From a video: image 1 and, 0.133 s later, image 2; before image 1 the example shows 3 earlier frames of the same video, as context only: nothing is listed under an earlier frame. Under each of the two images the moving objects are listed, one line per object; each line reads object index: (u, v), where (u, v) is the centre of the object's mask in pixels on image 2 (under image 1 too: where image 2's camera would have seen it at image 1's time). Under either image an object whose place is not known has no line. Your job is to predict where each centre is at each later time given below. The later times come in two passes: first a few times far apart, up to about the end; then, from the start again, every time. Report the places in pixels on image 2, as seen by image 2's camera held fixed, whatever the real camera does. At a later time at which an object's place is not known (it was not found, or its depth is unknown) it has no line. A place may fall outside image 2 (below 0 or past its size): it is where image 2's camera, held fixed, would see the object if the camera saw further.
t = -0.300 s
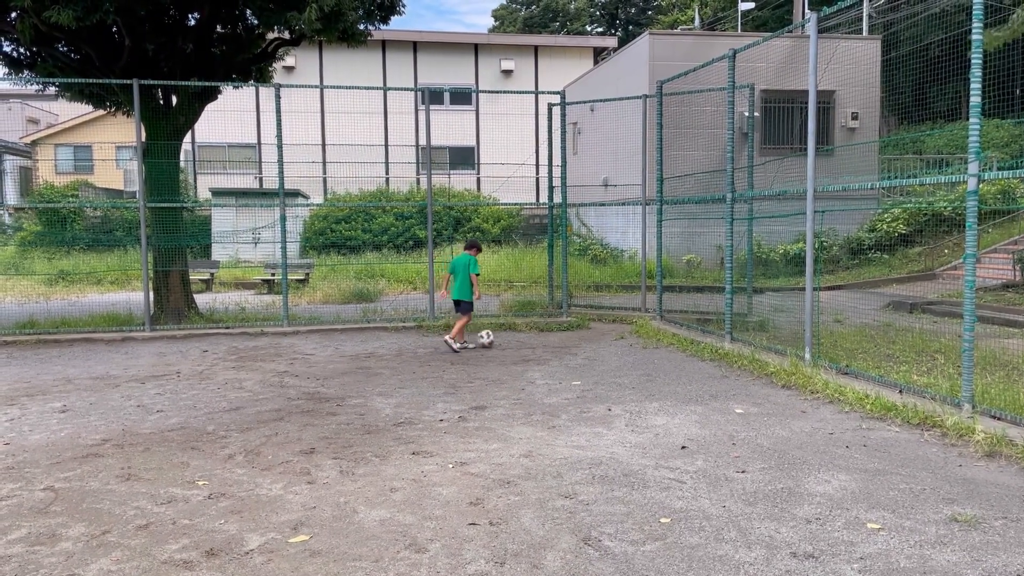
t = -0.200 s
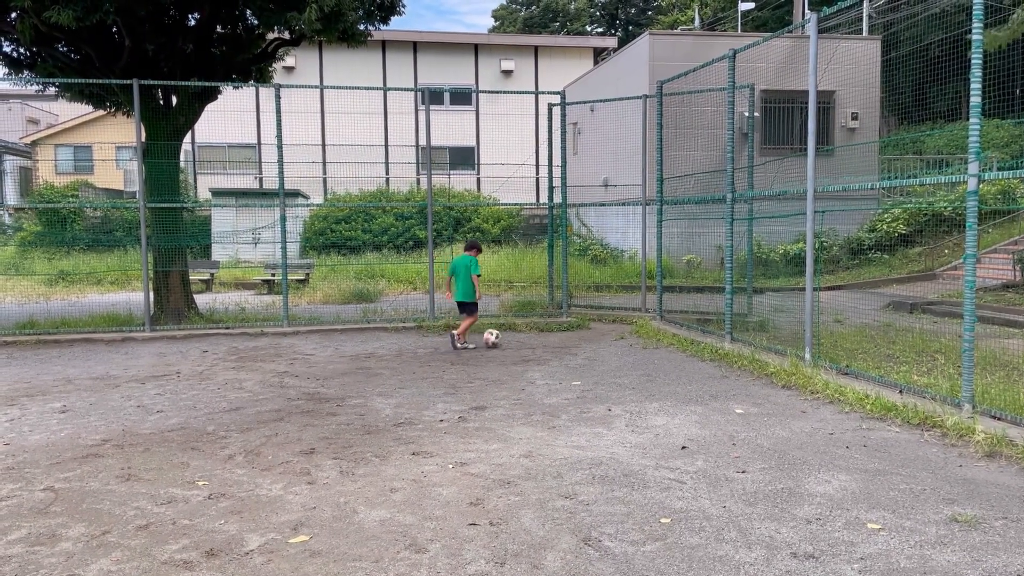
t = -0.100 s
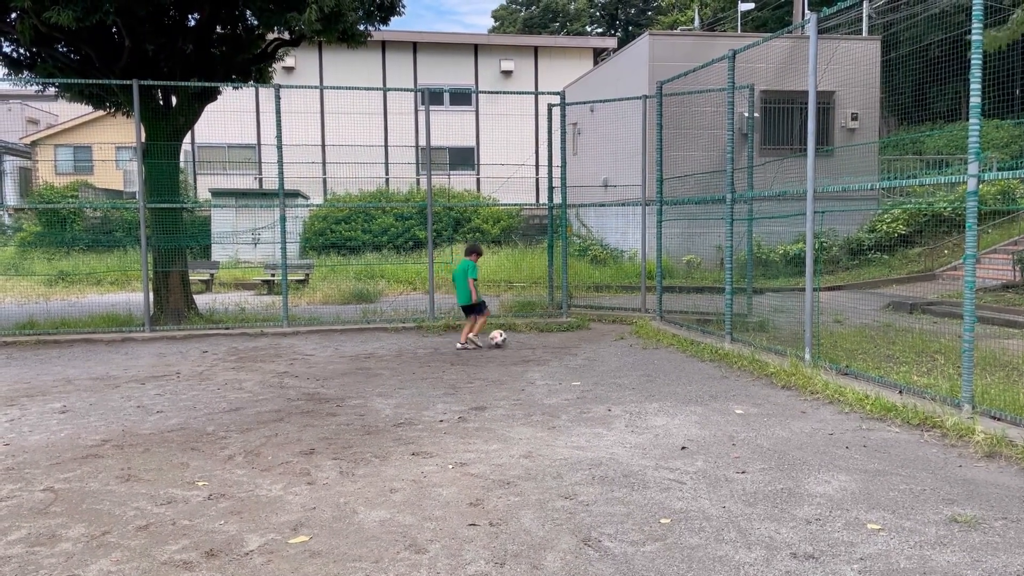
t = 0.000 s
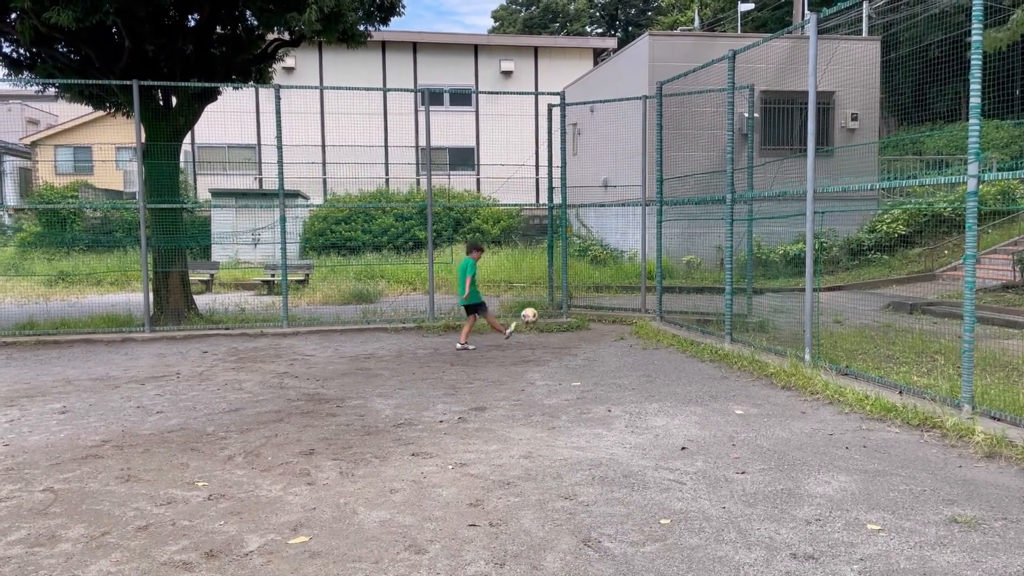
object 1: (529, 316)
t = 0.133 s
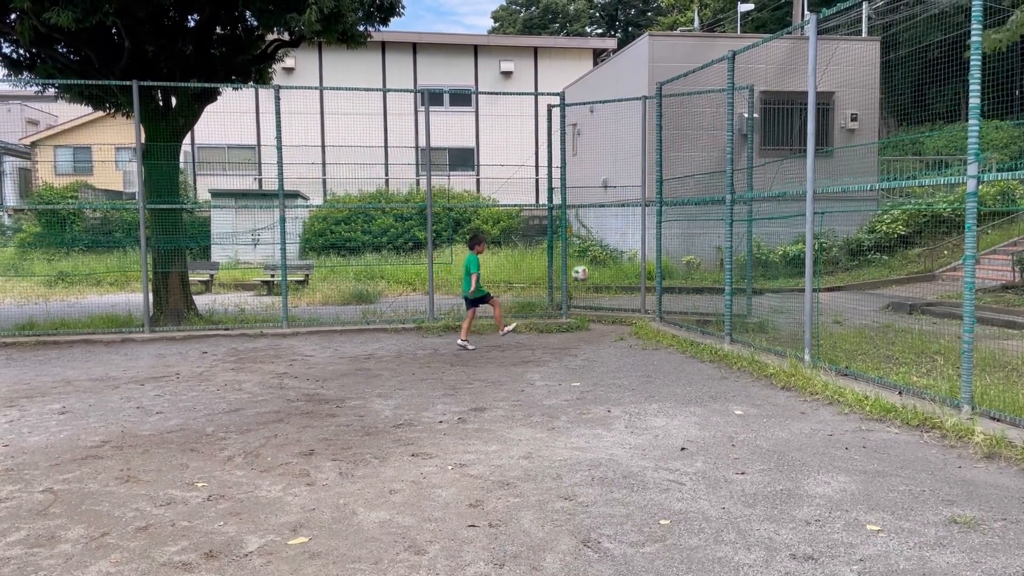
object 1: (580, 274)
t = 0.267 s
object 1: (630, 247)
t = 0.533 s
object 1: (656, 234)
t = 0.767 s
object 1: (611, 272)
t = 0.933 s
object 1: (579, 327)
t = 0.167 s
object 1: (593, 265)
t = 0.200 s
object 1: (605, 257)
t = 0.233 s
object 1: (617, 251)
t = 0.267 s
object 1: (630, 247)
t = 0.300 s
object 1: (641, 242)
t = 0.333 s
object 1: (652, 238)
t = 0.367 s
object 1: (665, 236)
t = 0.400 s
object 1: (675, 234)
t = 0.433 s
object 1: (674, 232)
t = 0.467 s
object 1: (667, 232)
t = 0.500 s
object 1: (662, 233)
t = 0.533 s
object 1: (656, 234)
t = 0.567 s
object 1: (649, 237)
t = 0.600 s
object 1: (643, 241)
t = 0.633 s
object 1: (636, 246)
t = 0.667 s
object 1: (630, 251)
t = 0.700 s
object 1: (623, 257)
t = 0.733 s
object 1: (617, 264)
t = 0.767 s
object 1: (611, 272)
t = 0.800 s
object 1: (605, 281)
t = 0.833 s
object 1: (598, 291)
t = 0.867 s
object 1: (591, 302)
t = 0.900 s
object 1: (585, 314)
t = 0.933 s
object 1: (579, 327)
